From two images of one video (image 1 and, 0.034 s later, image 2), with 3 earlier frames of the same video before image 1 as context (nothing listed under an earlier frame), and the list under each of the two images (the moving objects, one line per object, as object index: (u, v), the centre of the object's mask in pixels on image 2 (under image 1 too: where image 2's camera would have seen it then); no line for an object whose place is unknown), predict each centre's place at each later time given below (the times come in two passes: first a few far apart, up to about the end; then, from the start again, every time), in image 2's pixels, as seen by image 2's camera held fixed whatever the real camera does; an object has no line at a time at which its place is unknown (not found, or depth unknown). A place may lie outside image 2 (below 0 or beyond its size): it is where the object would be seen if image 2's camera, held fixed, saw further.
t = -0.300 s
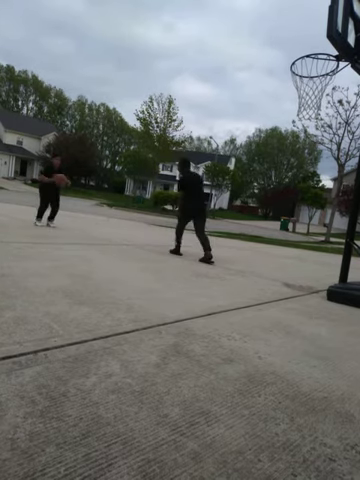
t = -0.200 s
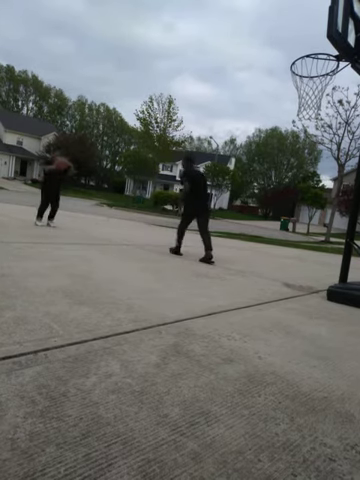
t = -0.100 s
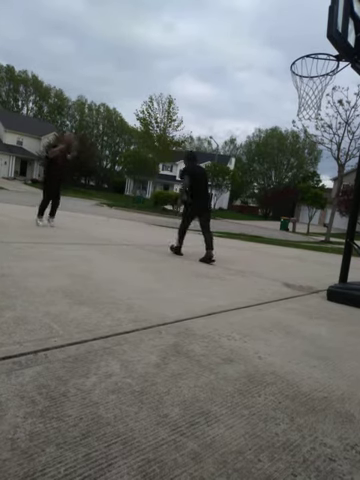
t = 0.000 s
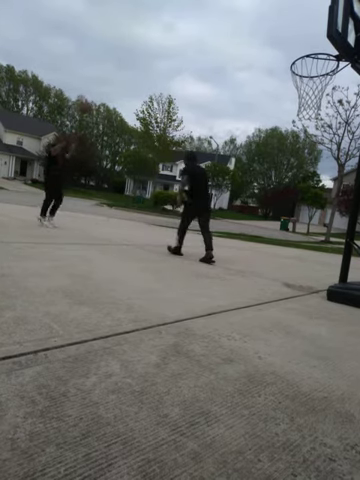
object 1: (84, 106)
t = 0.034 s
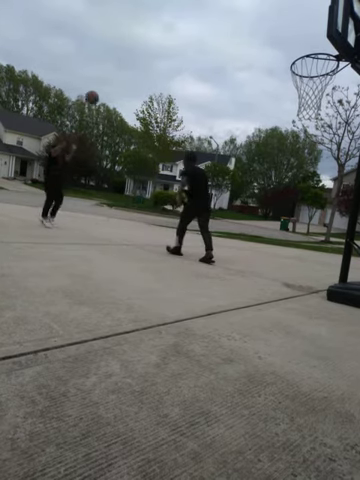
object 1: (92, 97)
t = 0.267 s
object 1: (138, 37)
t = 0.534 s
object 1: (201, 3)
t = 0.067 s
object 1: (98, 88)
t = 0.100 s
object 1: (104, 78)
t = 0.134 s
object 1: (111, 69)
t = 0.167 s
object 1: (117, 61)
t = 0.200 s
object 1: (124, 52)
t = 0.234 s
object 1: (131, 44)
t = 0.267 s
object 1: (138, 37)
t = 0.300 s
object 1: (145, 30)
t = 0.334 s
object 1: (153, 23)
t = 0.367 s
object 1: (160, 17)
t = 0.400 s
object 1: (168, 12)
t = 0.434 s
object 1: (176, 8)
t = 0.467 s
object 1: (184, 6)
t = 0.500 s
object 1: (192, 4)
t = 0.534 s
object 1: (201, 3)
